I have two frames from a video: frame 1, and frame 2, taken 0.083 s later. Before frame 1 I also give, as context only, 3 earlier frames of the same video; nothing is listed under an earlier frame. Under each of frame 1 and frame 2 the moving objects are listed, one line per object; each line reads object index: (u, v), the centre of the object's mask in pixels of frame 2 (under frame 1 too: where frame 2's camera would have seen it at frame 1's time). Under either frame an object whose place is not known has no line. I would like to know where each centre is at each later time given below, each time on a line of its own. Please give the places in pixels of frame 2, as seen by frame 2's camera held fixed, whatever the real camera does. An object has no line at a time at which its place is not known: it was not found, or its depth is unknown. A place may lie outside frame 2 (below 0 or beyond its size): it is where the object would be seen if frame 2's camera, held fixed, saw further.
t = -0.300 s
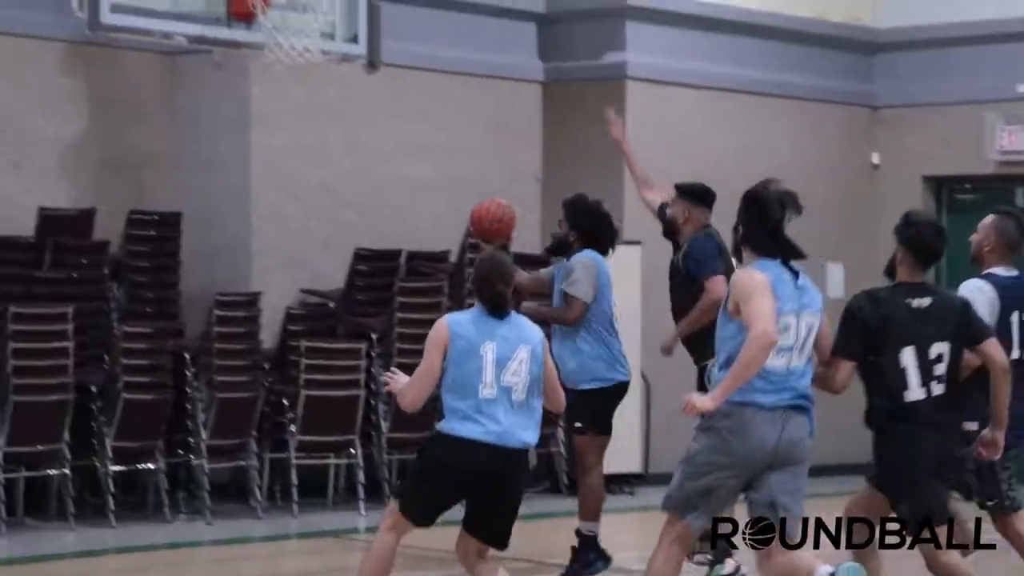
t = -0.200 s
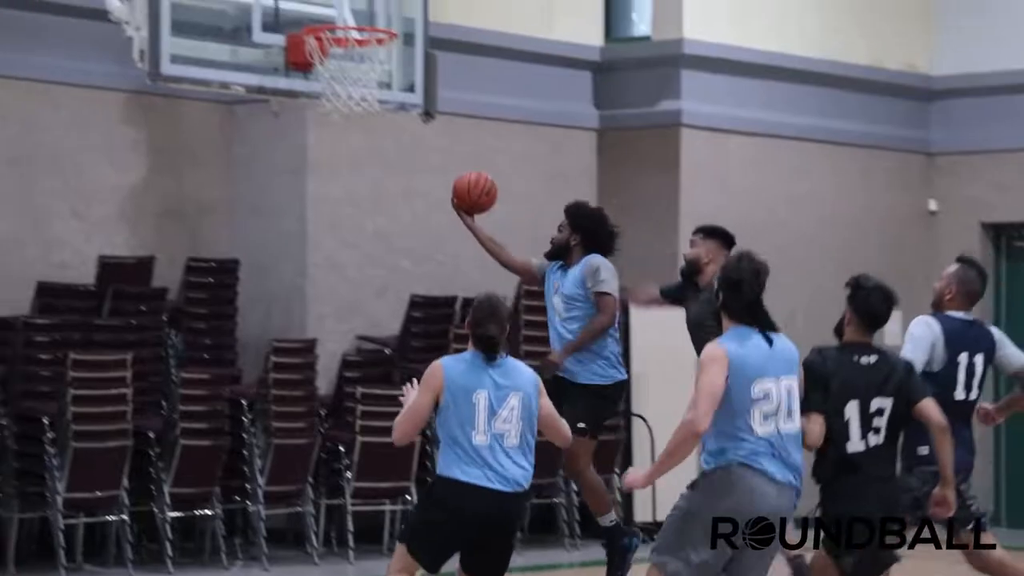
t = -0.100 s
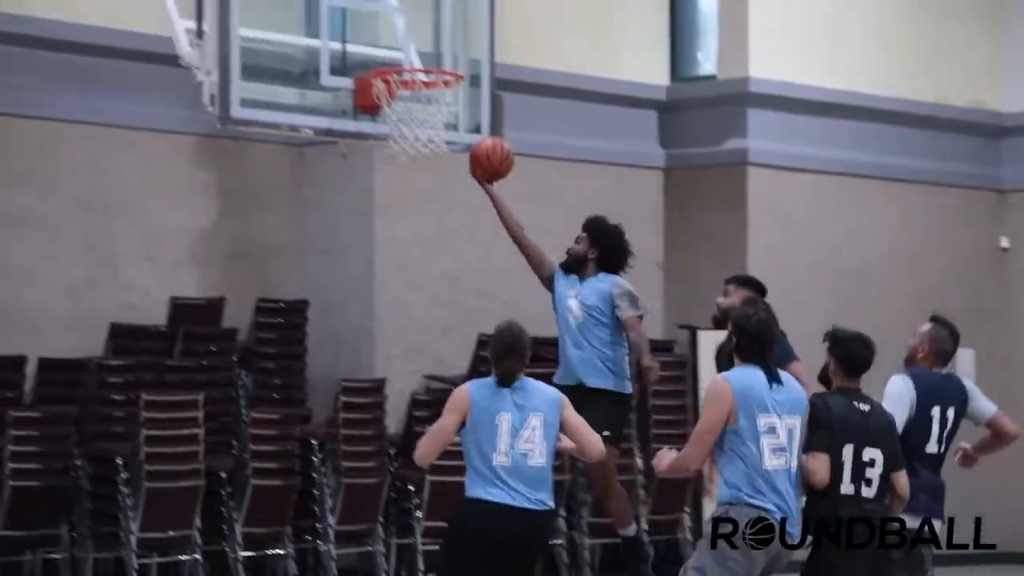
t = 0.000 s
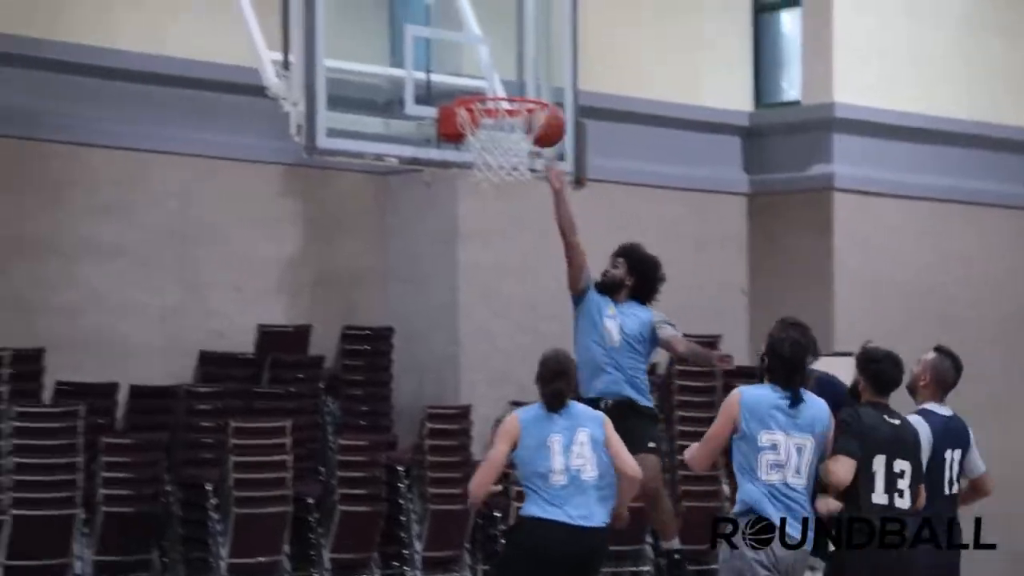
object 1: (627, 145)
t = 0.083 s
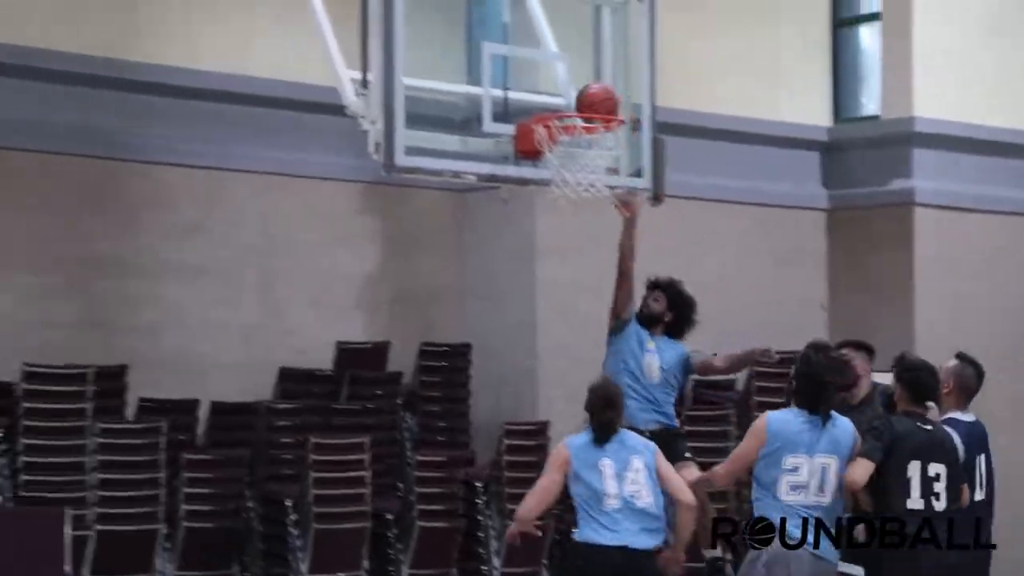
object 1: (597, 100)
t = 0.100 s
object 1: (592, 96)
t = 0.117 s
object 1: (588, 92)
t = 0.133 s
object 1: (588, 89)
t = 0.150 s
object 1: (588, 85)
